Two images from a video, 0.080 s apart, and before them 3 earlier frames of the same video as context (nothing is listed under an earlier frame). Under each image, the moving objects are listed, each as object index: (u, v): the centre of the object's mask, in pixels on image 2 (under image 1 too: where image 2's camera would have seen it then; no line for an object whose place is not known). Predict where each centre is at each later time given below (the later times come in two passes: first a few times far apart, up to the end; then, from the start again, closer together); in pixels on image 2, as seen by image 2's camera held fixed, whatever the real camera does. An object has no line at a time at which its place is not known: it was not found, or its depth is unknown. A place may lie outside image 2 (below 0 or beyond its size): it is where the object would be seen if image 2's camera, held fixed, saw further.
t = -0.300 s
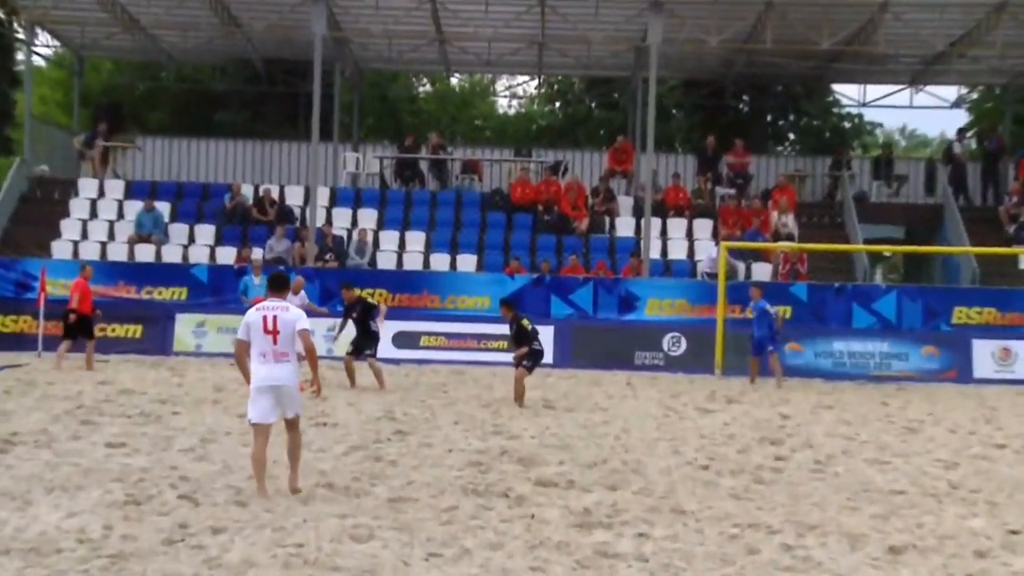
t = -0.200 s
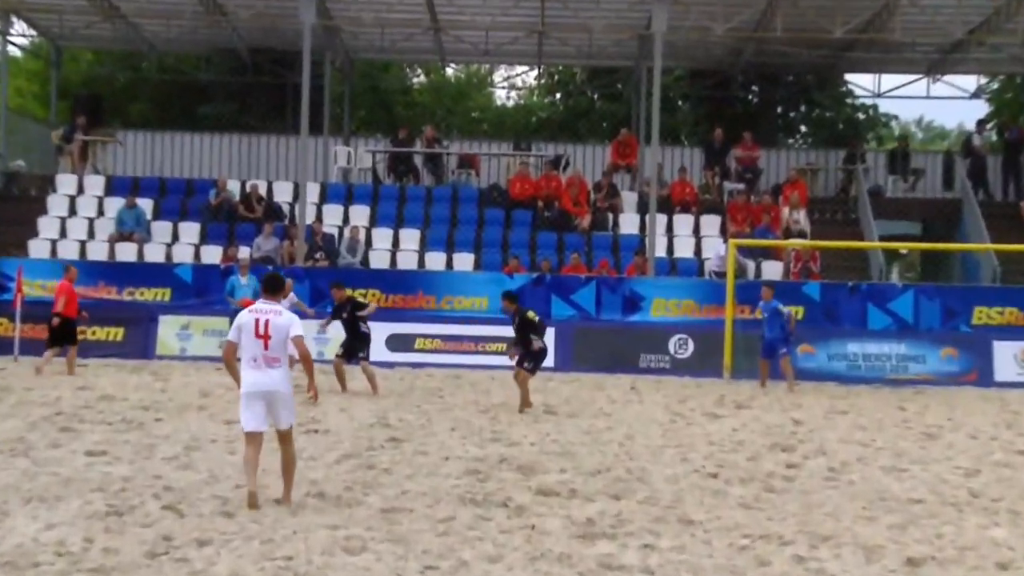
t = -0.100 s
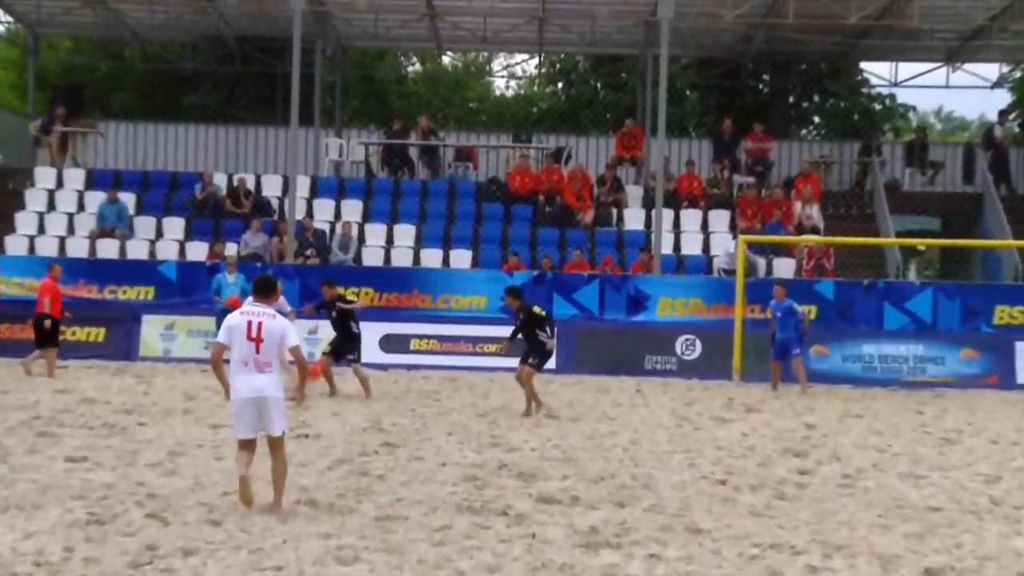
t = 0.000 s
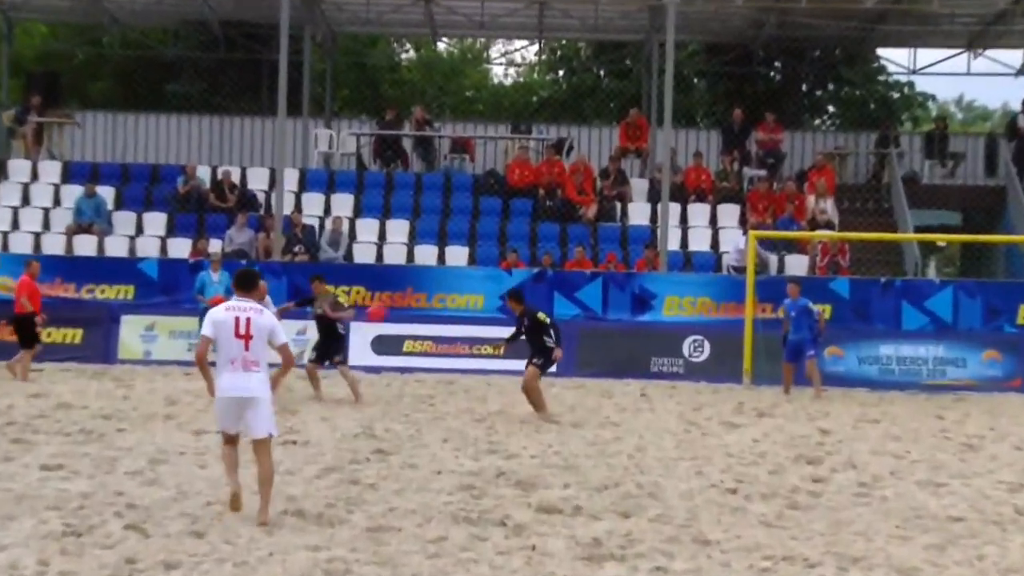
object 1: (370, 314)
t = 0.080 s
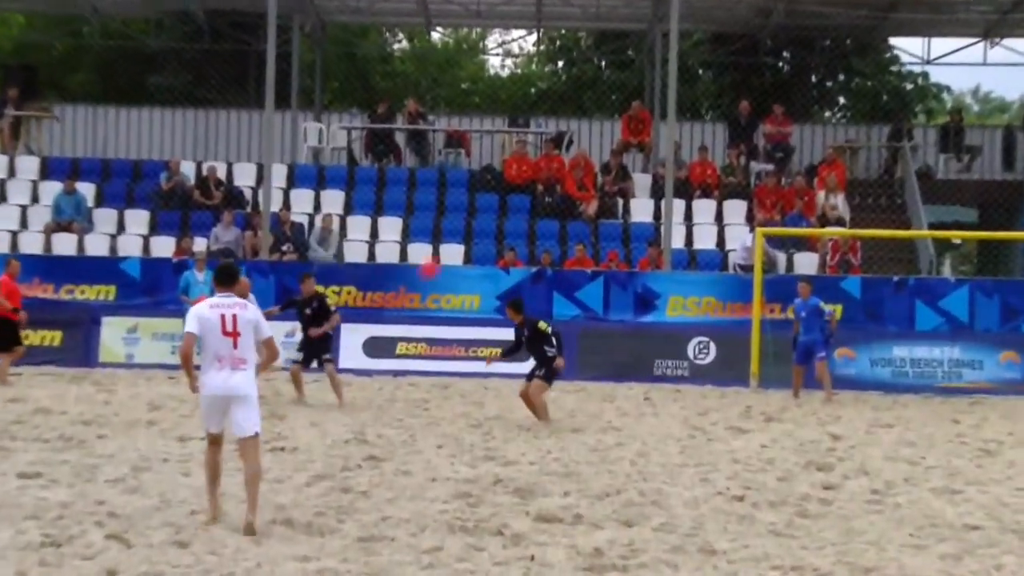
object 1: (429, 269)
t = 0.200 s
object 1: (523, 207)
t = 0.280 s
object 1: (583, 178)
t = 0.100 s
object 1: (444, 259)
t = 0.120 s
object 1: (463, 247)
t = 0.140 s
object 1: (476, 238)
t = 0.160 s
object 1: (492, 227)
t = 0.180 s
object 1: (507, 219)
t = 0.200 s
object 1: (523, 207)
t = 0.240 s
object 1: (554, 191)
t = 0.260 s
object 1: (570, 186)
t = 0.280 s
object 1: (583, 178)
